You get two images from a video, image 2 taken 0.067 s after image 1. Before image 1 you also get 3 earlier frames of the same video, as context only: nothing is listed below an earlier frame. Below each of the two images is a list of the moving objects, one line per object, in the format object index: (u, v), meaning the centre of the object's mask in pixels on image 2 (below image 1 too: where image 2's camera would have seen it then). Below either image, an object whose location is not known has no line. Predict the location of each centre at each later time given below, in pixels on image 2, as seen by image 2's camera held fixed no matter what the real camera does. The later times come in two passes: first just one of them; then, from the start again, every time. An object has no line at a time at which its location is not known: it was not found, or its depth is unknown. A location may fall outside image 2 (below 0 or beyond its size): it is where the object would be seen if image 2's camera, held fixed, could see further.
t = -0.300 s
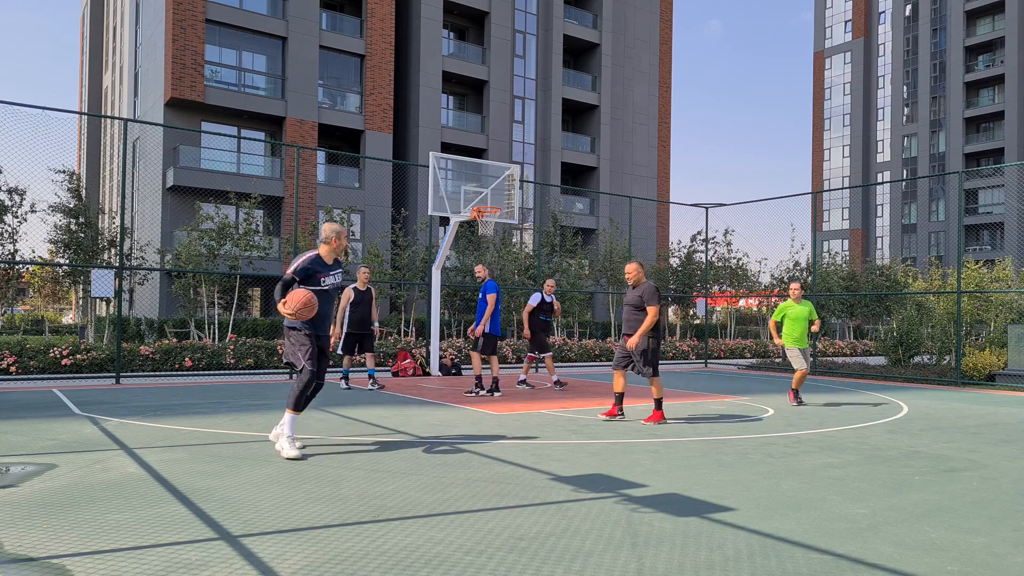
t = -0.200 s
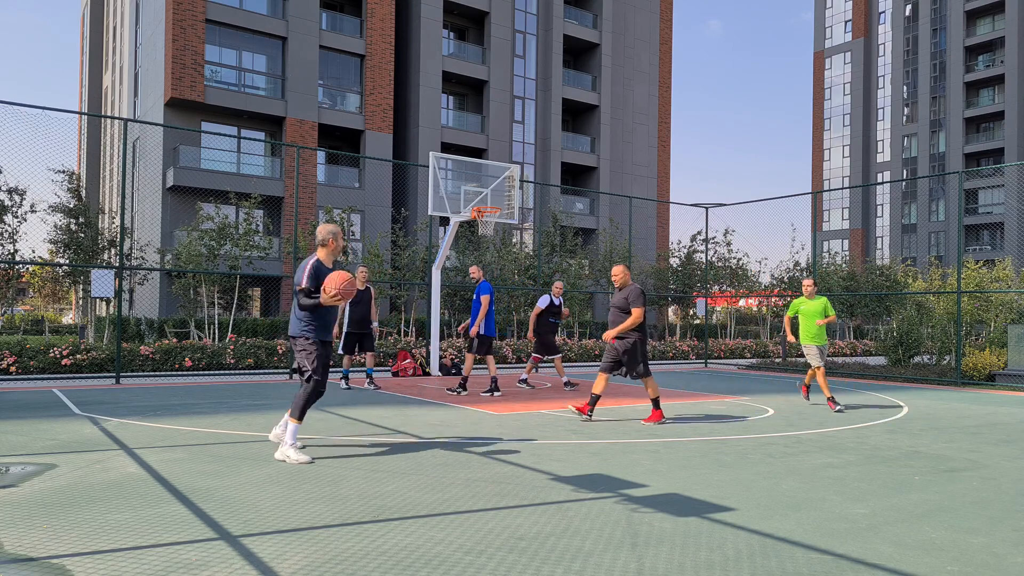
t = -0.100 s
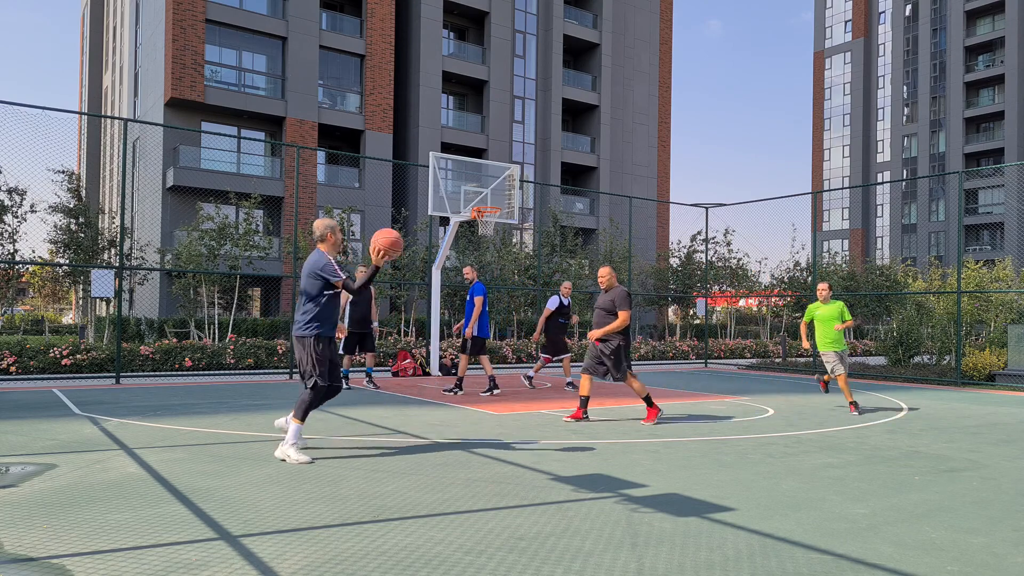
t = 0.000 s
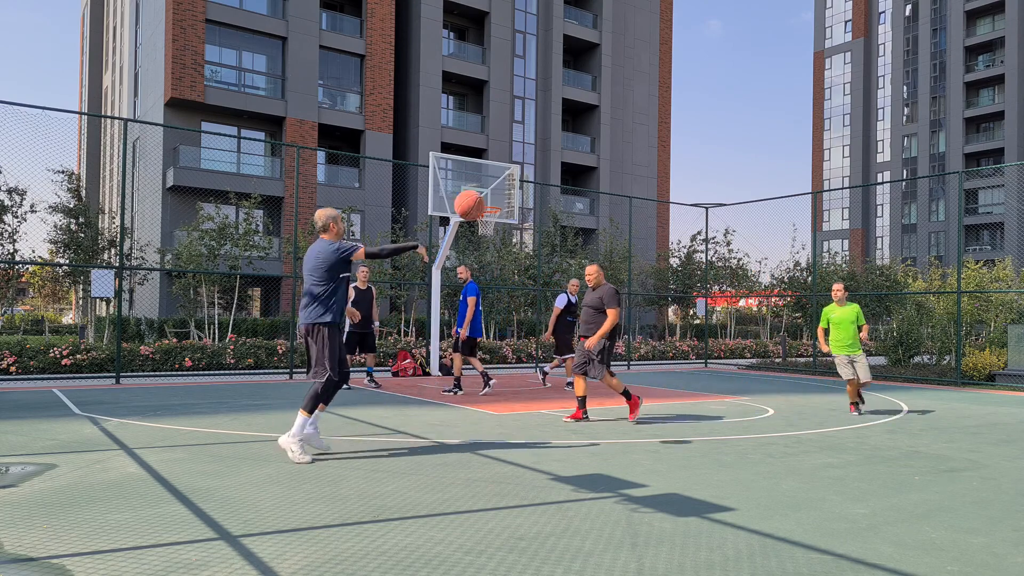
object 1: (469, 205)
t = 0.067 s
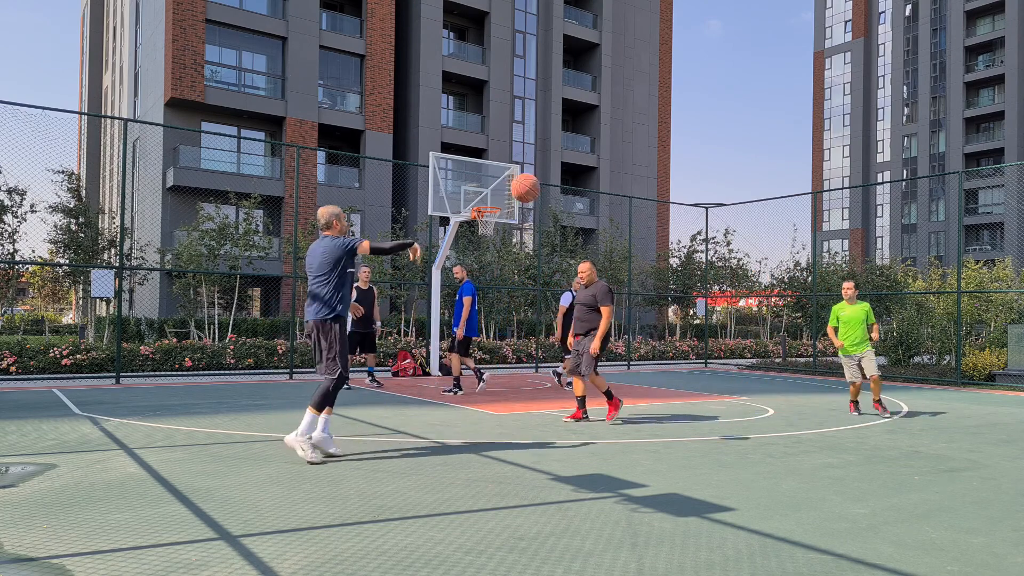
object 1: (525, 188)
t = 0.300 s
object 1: (688, 171)
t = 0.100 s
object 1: (551, 181)
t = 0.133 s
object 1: (576, 177)
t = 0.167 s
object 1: (600, 173)
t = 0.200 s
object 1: (623, 171)
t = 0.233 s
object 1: (646, 170)
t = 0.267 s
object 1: (667, 170)
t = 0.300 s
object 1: (688, 171)
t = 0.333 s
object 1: (709, 174)
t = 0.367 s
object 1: (728, 177)
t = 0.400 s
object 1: (747, 181)
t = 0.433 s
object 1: (766, 187)
